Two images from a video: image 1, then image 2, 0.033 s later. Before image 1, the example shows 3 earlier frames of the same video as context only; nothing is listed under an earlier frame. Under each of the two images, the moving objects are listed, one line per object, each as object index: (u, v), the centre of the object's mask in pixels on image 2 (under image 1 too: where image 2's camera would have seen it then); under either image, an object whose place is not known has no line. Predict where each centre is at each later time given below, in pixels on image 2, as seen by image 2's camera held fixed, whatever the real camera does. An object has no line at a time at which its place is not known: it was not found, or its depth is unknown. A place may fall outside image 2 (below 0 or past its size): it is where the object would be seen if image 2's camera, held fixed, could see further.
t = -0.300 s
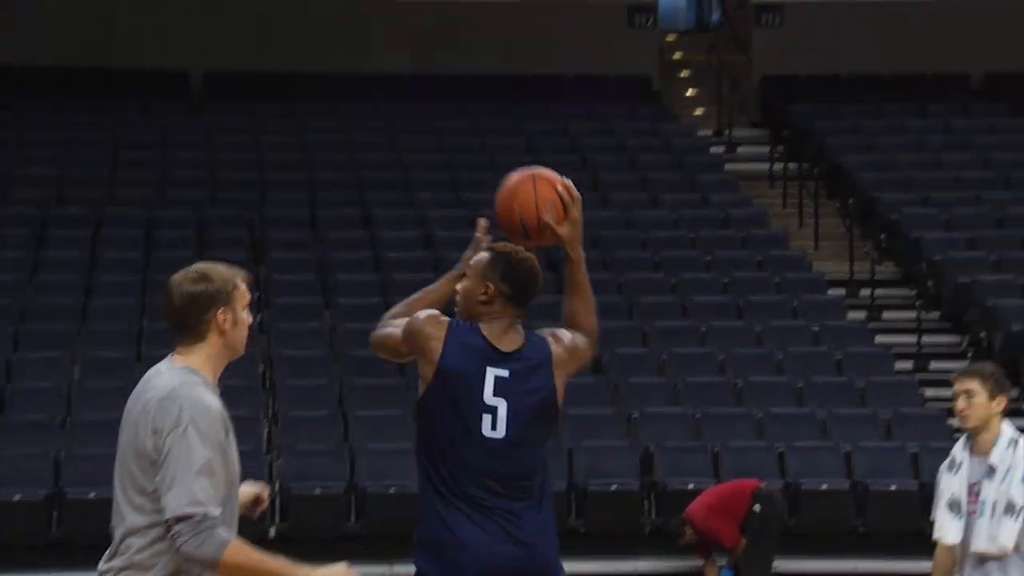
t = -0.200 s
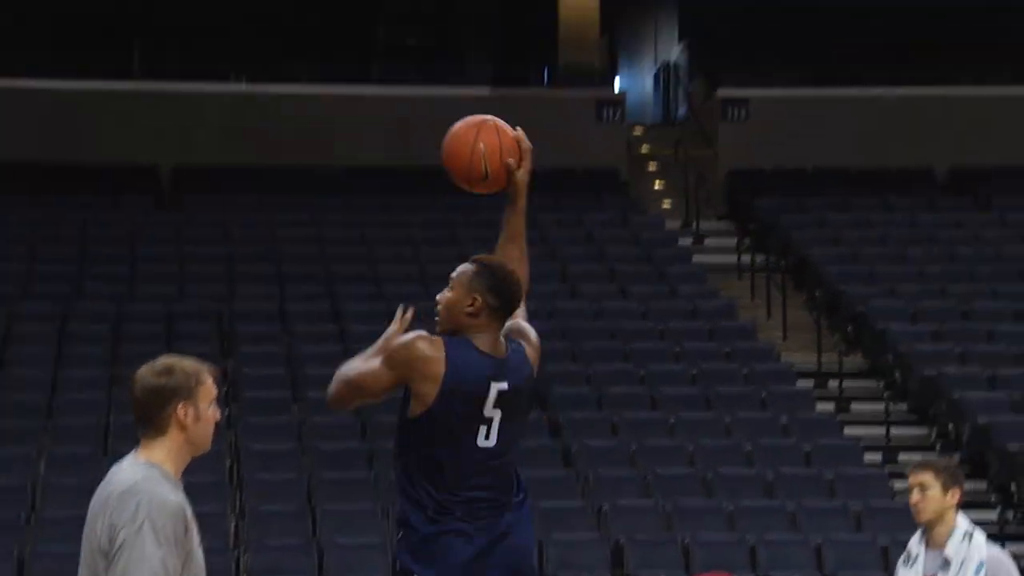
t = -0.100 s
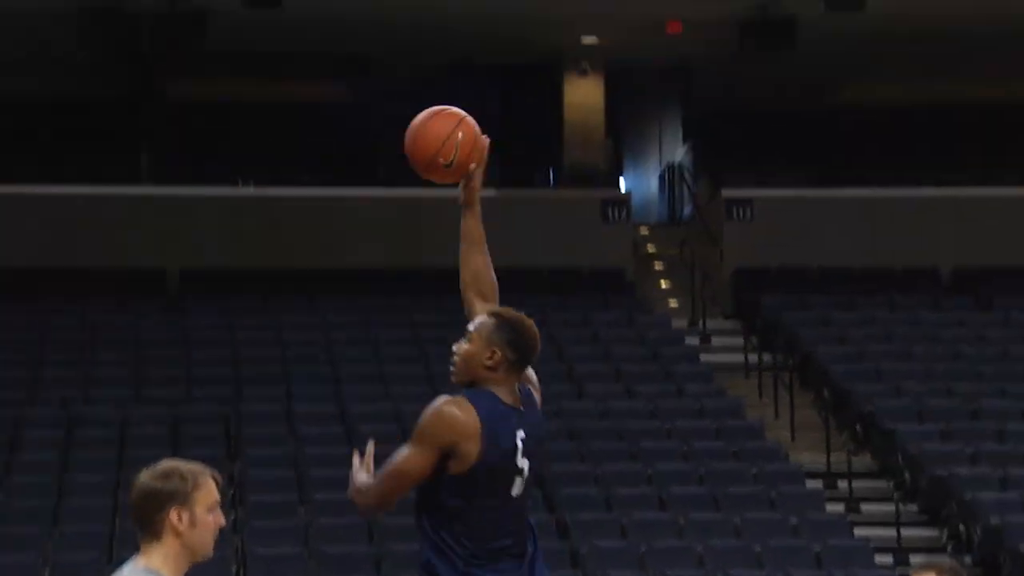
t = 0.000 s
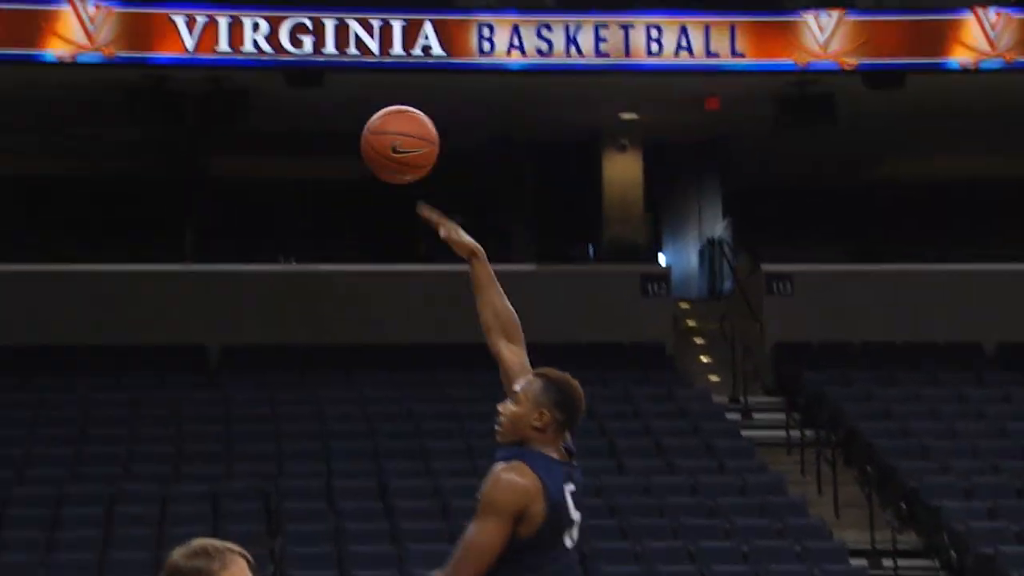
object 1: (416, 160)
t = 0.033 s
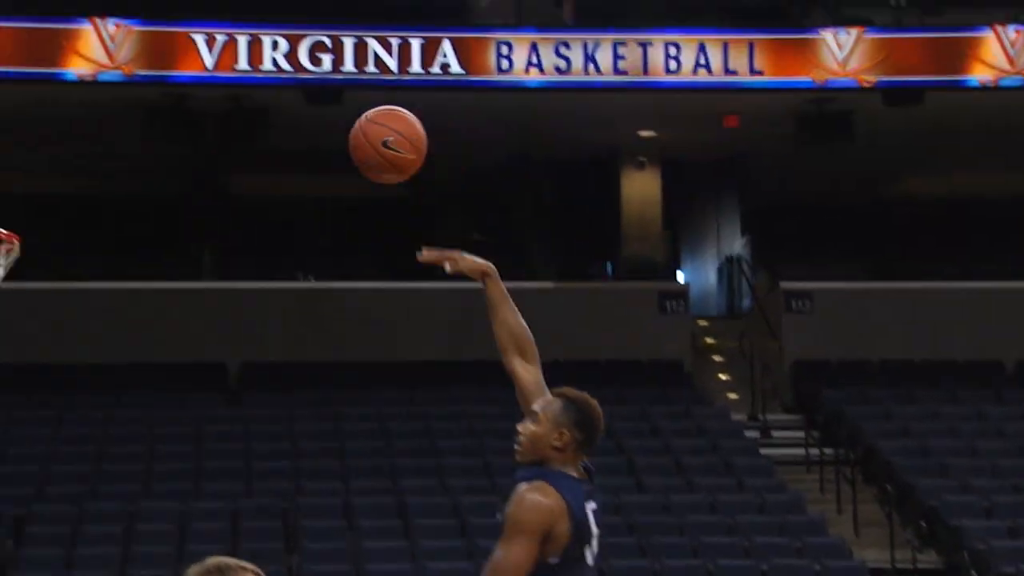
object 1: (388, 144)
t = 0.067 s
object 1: (359, 131)
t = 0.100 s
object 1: (329, 121)
